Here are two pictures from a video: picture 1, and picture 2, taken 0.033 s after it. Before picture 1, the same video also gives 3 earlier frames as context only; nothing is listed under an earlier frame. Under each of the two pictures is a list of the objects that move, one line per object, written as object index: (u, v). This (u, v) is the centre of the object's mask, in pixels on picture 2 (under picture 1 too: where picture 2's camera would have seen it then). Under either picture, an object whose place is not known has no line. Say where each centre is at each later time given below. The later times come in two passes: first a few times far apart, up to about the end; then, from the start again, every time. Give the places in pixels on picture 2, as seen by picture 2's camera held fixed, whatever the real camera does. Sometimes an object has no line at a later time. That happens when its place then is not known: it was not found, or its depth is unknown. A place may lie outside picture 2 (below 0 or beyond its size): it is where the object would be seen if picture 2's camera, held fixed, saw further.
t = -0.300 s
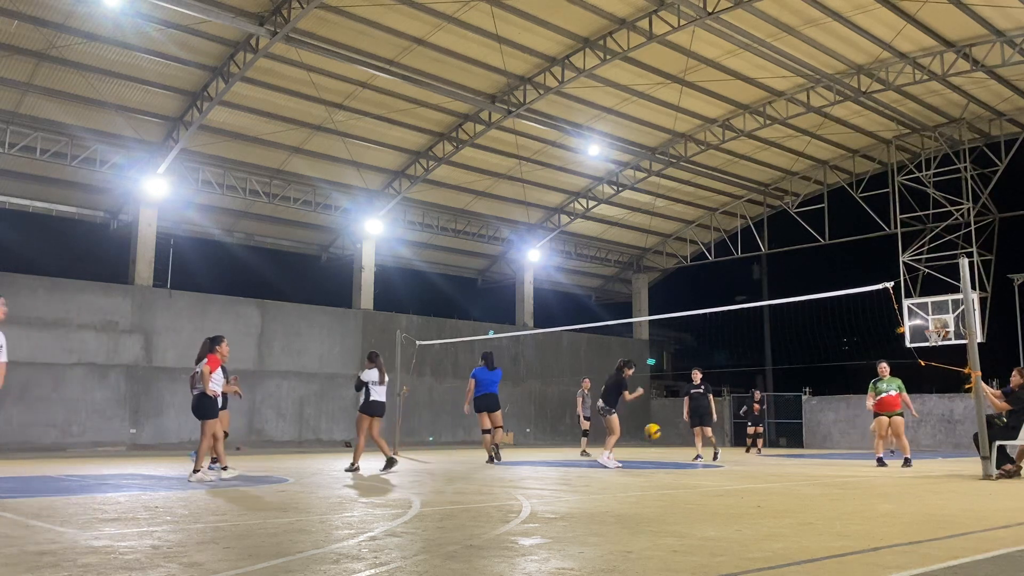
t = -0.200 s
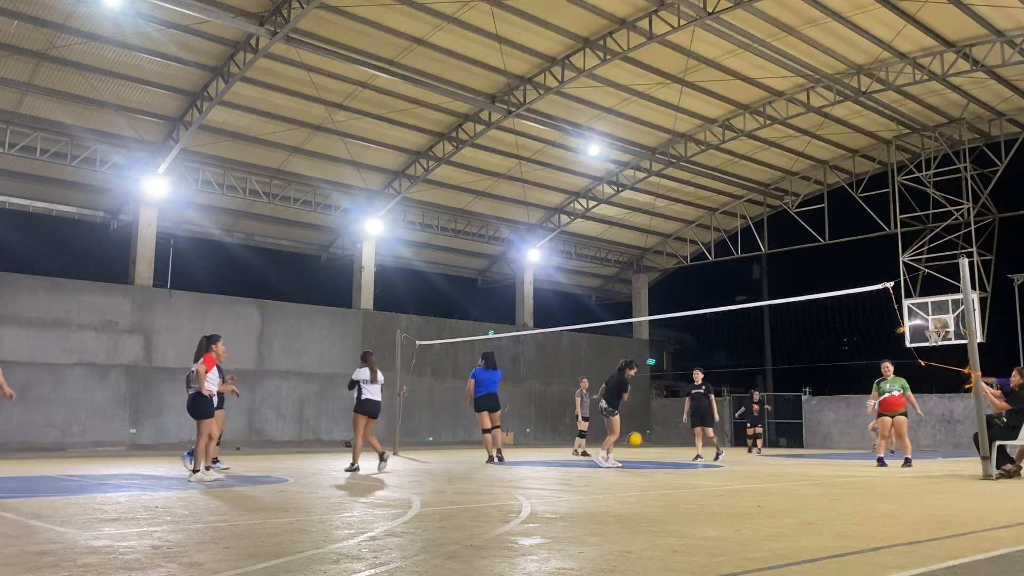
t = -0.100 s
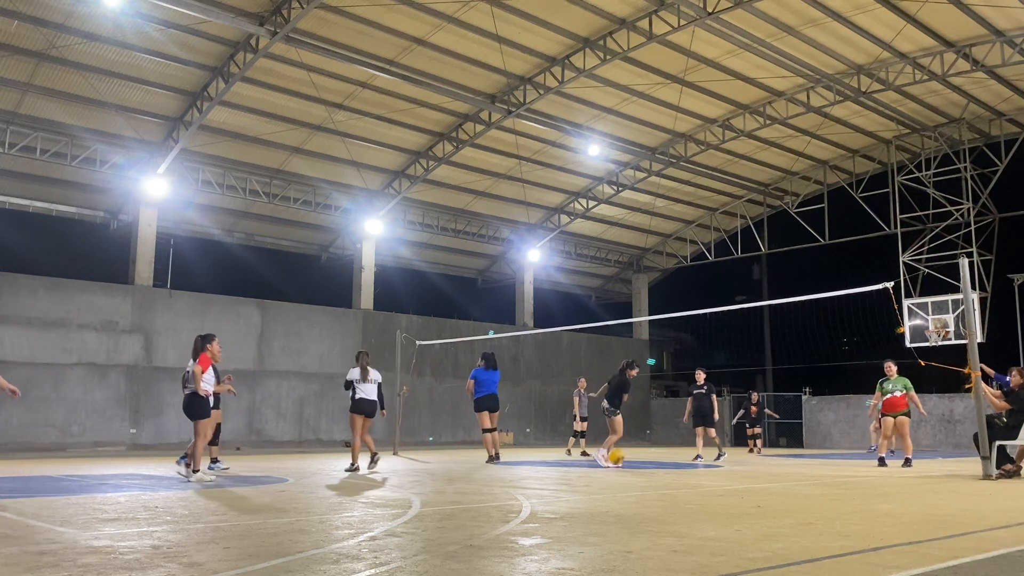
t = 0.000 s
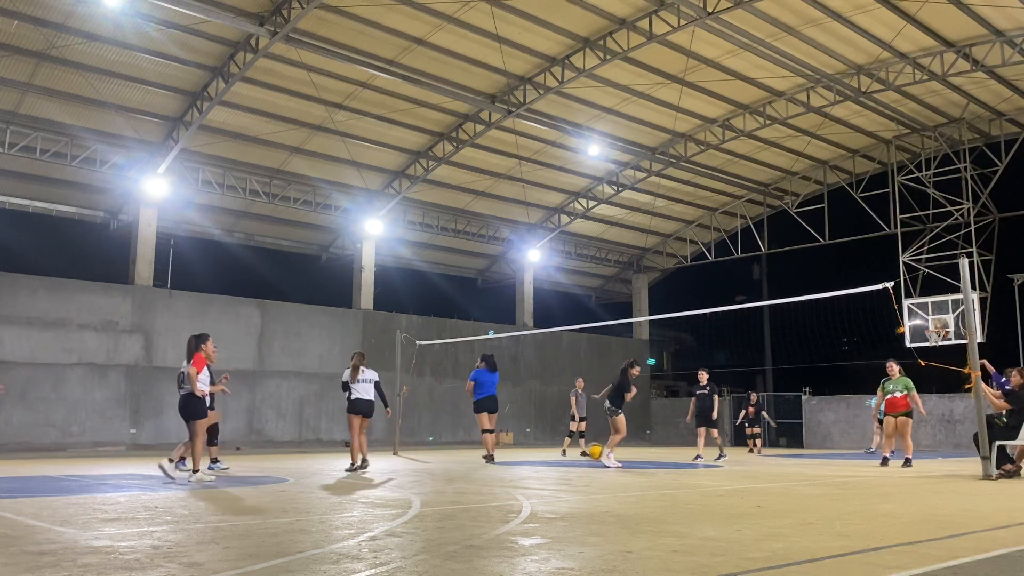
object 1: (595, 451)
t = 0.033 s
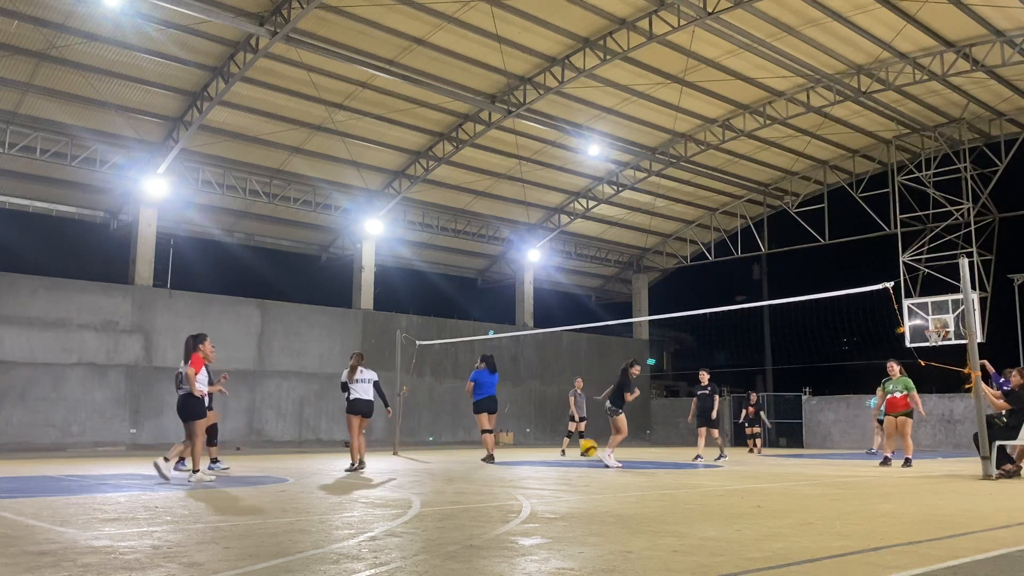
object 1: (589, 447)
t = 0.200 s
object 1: (551, 438)
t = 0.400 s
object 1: (504, 462)
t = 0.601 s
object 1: (449, 448)
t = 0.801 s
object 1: (391, 464)
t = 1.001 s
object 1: (321, 457)
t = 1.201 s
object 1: (243, 478)
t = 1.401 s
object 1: (157, 467)
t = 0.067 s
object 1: (581, 443)
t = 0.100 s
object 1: (574, 442)
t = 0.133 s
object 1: (567, 439)
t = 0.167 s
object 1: (559, 439)
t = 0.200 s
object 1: (551, 438)
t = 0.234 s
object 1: (544, 440)
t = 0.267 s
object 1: (537, 442)
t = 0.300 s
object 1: (528, 445)
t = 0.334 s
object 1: (521, 449)
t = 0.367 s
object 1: (512, 455)
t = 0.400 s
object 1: (504, 462)
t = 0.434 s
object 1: (494, 465)
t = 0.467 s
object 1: (486, 460)
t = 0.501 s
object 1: (477, 455)
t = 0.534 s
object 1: (469, 451)
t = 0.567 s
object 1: (459, 449)
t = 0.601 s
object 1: (449, 448)
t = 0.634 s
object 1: (441, 447)
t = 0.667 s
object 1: (431, 449)
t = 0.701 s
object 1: (421, 450)
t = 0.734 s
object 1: (411, 454)
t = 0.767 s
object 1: (401, 458)
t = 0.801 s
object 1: (391, 464)
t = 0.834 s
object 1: (379, 471)
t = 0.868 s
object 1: (368, 468)
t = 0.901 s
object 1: (356, 464)
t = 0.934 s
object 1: (345, 461)
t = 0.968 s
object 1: (334, 458)
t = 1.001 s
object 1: (321, 457)
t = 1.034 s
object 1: (310, 457)
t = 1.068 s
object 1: (298, 459)
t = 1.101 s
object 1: (285, 462)
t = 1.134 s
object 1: (272, 466)
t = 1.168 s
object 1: (258, 473)
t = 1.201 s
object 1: (243, 478)
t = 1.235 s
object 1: (231, 473)
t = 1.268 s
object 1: (217, 468)
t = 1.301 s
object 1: (202, 466)
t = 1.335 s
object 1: (188, 465)
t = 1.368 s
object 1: (173, 465)
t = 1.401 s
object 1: (157, 467)
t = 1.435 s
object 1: (142, 470)
